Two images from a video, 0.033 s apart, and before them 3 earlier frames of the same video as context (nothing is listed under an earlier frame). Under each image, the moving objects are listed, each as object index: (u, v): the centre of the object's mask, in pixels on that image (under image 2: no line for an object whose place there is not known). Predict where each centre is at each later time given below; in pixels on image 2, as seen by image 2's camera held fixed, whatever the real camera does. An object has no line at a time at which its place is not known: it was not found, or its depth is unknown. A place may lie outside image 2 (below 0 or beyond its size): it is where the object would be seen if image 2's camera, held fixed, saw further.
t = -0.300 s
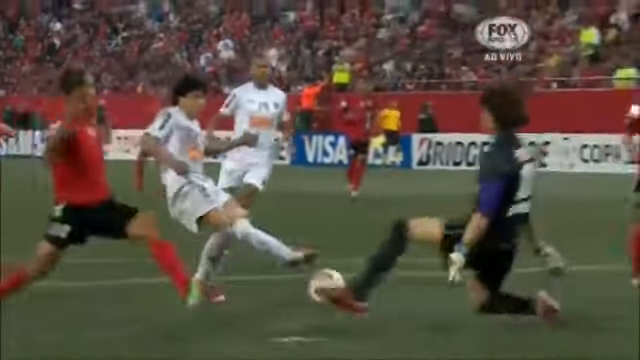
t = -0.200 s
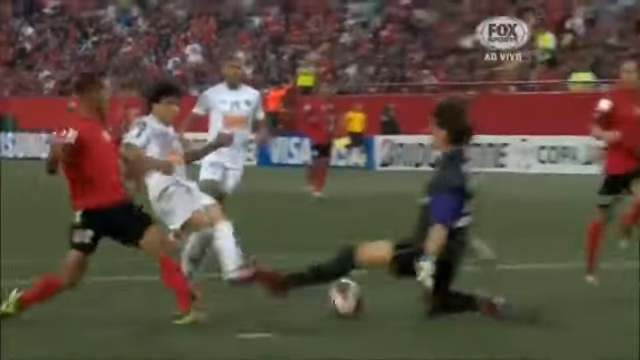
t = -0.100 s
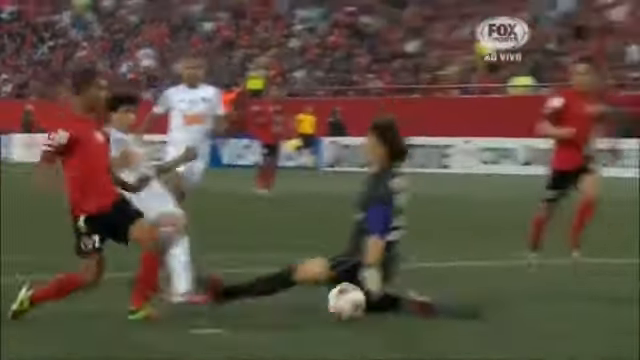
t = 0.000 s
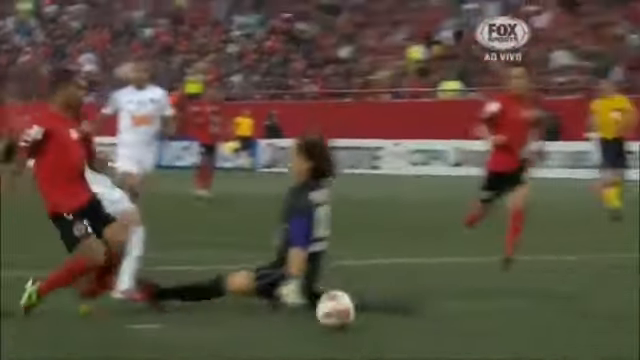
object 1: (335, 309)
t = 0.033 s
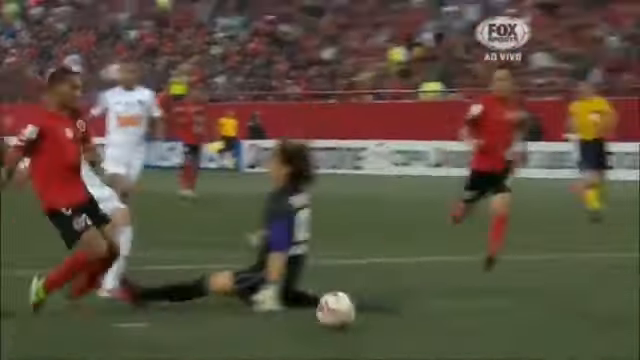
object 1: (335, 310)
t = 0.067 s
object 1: (353, 317)
